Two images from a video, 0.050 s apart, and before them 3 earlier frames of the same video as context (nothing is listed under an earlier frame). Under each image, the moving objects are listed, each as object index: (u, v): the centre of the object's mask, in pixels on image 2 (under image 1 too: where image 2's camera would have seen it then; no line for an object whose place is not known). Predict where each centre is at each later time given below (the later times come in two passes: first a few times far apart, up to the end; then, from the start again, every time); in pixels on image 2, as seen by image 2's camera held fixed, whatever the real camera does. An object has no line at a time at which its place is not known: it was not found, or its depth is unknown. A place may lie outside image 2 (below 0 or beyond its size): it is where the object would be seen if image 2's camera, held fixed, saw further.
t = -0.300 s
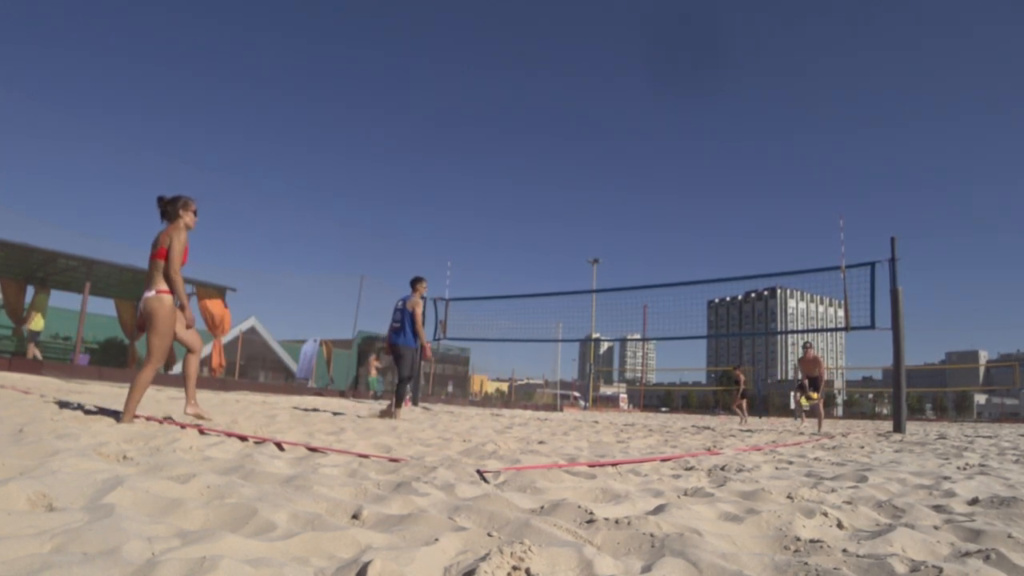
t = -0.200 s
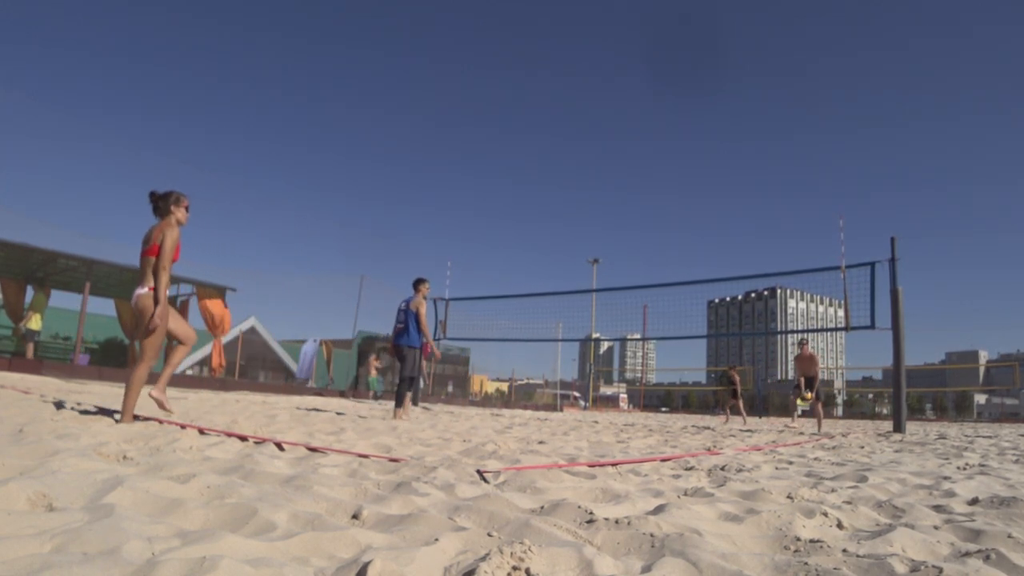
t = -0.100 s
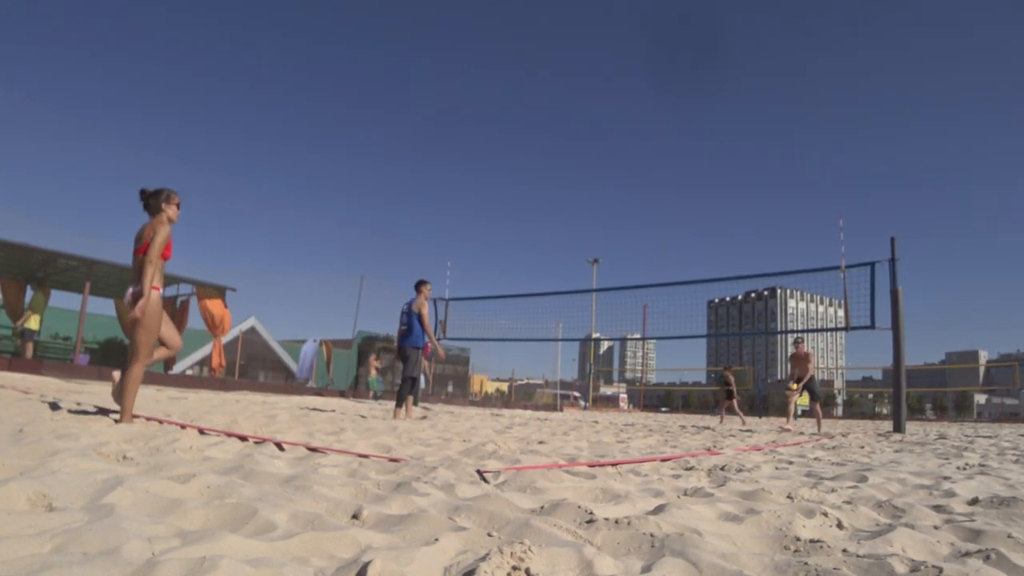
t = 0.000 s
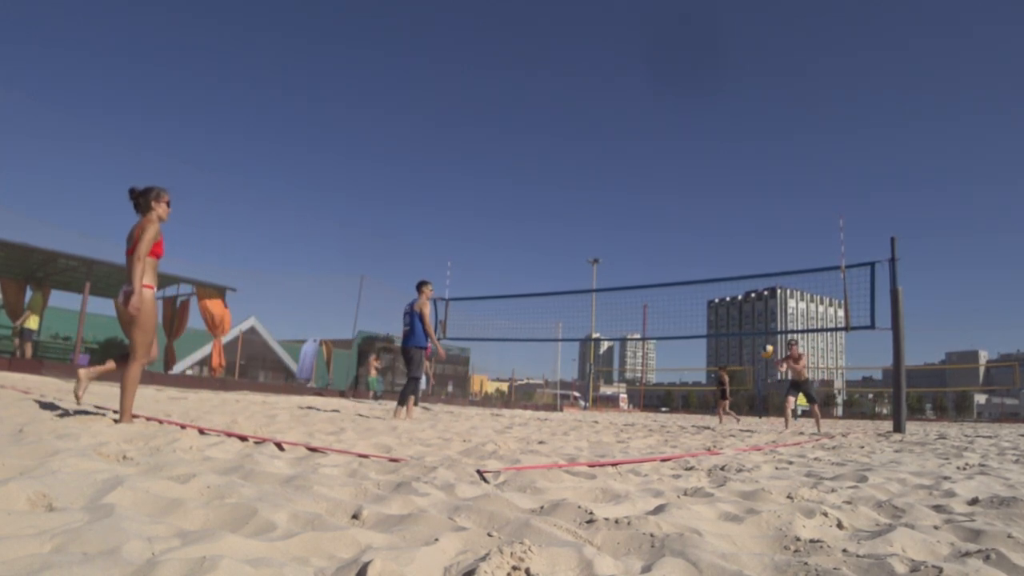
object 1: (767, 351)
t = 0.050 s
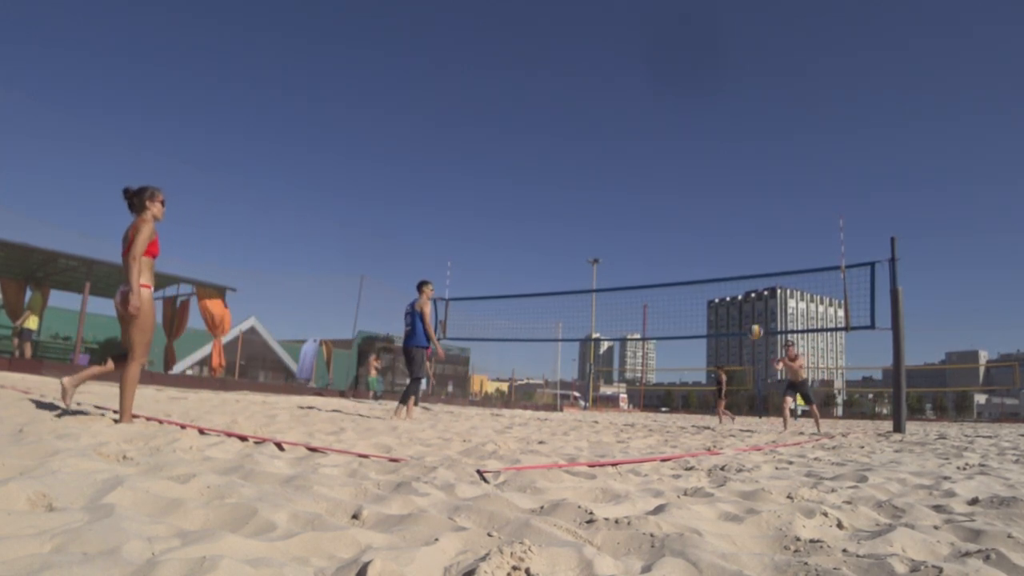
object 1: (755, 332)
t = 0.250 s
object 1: (700, 265)
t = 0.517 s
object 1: (611, 205)
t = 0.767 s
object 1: (500, 191)
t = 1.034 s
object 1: (337, 242)
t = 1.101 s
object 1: (285, 273)
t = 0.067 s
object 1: (751, 325)
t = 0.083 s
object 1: (747, 319)
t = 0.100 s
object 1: (743, 313)
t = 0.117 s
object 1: (738, 307)
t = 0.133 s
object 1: (734, 302)
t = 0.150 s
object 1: (729, 296)
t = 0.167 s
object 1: (724, 290)
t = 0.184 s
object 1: (720, 285)
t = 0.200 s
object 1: (715, 279)
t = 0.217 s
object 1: (710, 274)
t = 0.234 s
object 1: (705, 269)
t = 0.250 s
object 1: (700, 265)
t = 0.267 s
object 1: (695, 260)
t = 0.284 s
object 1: (691, 256)
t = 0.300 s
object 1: (686, 251)
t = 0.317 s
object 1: (680, 246)
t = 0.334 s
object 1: (675, 242)
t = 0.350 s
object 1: (669, 238)
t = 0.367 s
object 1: (664, 234)
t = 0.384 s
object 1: (659, 231)
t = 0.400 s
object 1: (653, 227)
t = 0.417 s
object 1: (648, 223)
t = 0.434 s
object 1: (642, 220)
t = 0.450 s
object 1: (636, 216)
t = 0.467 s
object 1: (630, 213)
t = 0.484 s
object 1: (624, 210)
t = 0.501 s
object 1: (618, 207)
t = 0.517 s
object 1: (611, 205)
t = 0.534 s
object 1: (605, 203)
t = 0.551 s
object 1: (598, 200)
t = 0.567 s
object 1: (592, 198)
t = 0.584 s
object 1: (585, 197)
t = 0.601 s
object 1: (578, 194)
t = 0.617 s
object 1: (571, 193)
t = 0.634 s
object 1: (564, 192)
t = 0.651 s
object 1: (556, 192)
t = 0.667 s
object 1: (549, 191)
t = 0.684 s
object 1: (542, 190)
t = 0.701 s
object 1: (534, 189)
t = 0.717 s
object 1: (525, 190)
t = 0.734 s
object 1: (517, 190)
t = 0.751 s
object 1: (509, 190)
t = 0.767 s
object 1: (500, 191)
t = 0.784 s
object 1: (492, 192)
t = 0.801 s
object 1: (483, 193)
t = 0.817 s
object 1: (474, 194)
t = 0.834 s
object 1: (465, 196)
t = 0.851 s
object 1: (455, 198)
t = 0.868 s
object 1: (445, 199)
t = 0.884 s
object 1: (436, 202)
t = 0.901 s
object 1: (426, 205)
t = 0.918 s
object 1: (416, 208)
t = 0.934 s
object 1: (405, 212)
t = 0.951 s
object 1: (395, 216)
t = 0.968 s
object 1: (384, 220)
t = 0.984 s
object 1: (373, 225)
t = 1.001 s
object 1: (361, 230)
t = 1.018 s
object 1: (348, 236)
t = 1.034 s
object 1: (337, 242)
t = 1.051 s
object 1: (324, 250)
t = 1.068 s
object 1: (311, 257)
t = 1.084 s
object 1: (298, 265)
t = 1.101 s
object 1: (285, 273)
